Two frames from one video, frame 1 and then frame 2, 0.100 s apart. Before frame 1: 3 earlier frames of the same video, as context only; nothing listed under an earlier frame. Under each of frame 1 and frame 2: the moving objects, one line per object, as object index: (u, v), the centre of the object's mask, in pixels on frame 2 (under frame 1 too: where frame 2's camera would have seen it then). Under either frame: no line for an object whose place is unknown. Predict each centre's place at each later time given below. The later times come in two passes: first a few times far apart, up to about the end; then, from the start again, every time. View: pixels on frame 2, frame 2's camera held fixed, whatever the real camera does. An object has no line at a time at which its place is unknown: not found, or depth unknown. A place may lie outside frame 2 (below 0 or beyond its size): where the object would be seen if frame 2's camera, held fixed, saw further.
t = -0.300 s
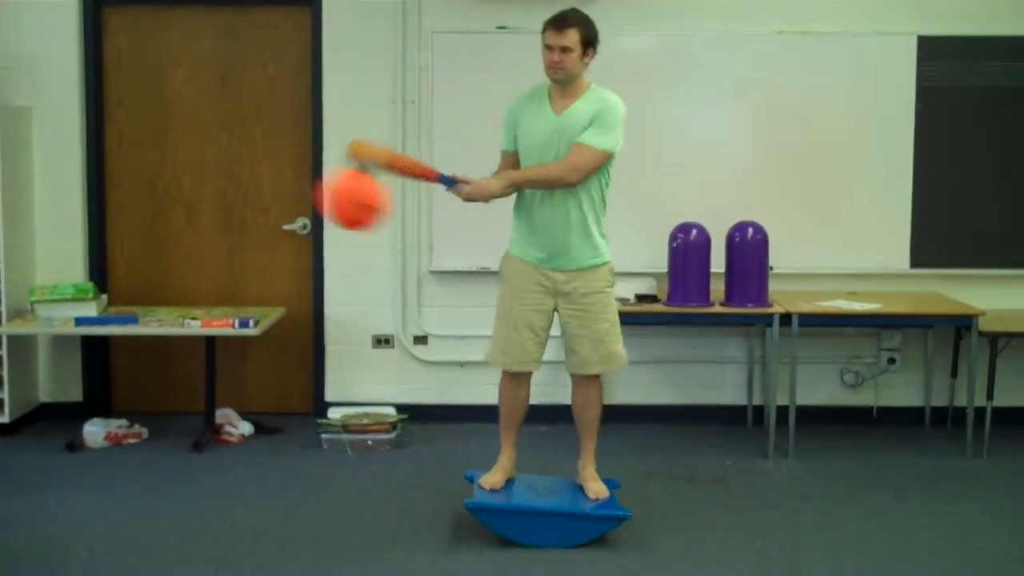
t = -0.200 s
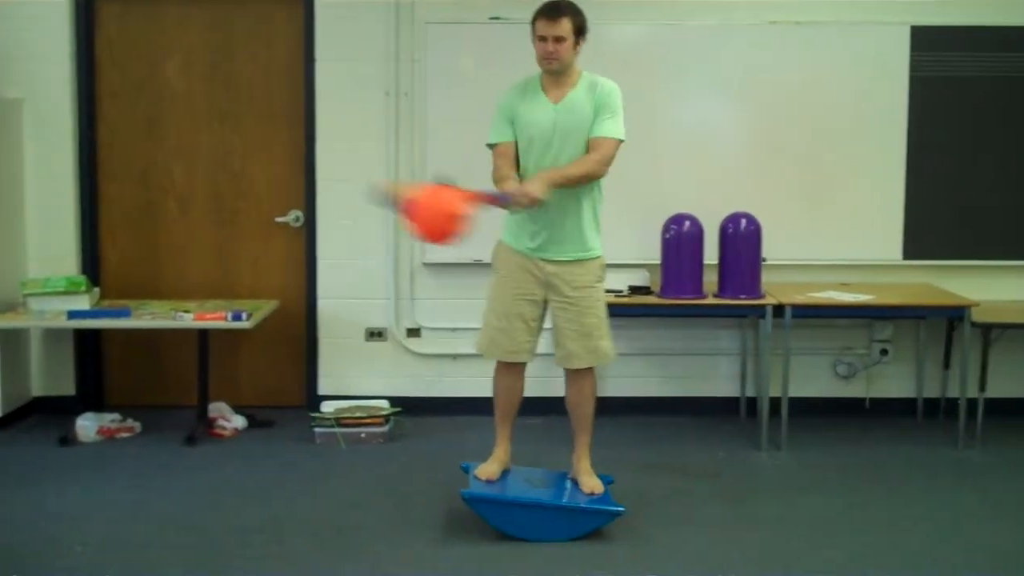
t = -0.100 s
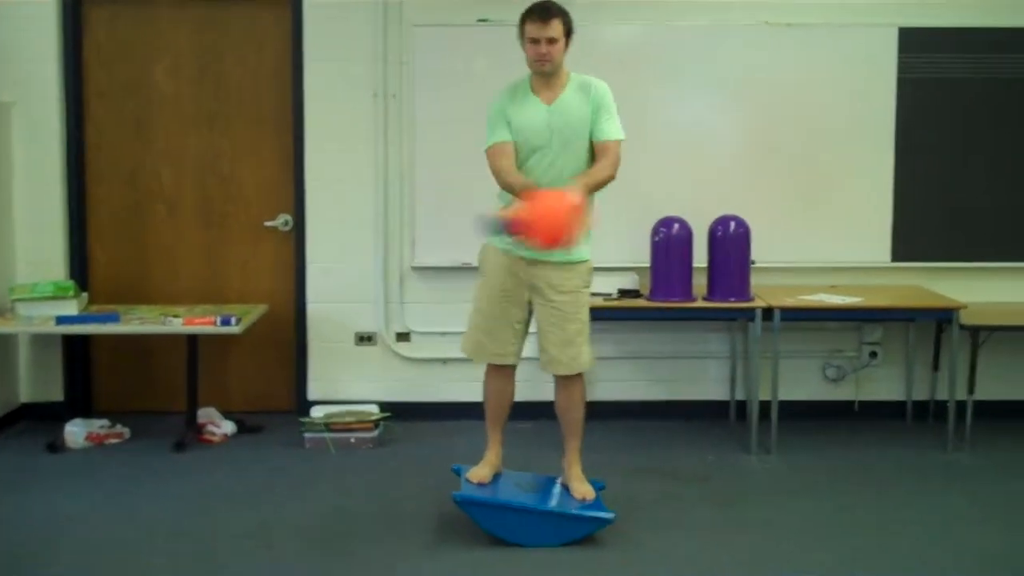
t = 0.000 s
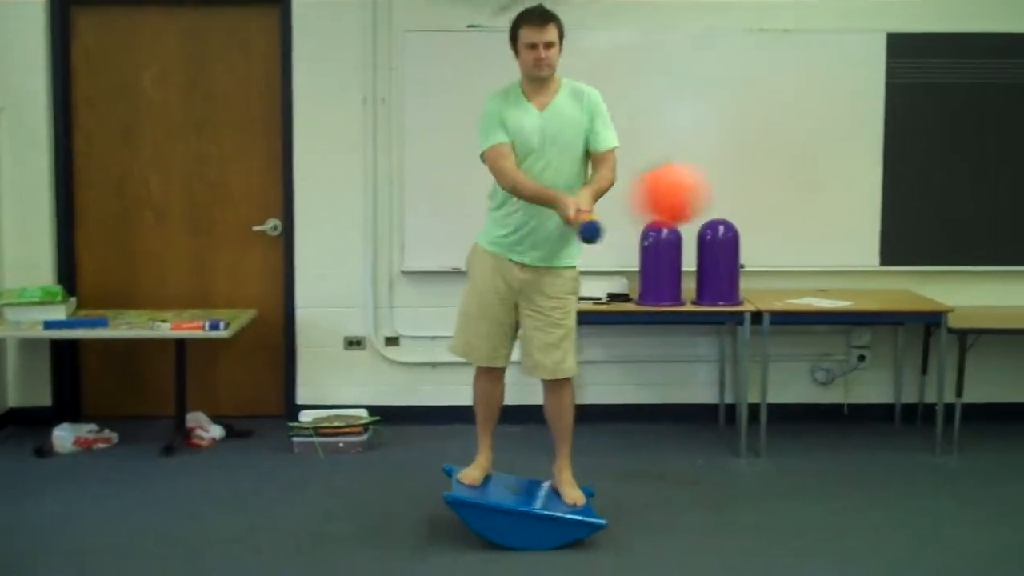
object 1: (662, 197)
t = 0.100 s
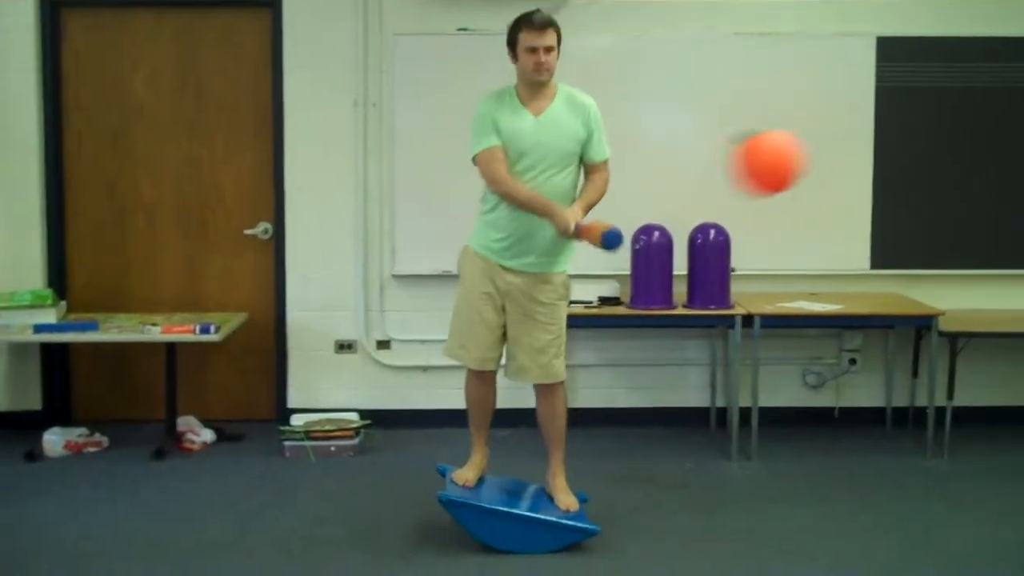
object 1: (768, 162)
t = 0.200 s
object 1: (853, 127)
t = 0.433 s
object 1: (944, 63)
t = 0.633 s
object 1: (952, 60)
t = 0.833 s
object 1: (886, 104)
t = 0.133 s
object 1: (798, 150)
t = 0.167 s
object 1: (826, 139)
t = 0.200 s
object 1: (853, 127)
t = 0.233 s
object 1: (875, 115)
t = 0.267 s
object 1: (893, 105)
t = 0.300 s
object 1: (907, 96)
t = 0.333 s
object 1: (920, 86)
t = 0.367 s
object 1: (930, 76)
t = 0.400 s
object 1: (938, 69)
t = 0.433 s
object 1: (944, 63)
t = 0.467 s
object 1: (949, 58)
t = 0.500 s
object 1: (952, 55)
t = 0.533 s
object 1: (954, 53)
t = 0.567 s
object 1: (955, 53)
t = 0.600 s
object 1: (954, 56)
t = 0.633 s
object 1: (952, 60)
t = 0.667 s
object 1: (947, 67)
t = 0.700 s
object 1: (940, 73)
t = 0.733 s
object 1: (930, 80)
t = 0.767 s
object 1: (918, 88)
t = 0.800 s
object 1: (904, 95)
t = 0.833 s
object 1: (886, 104)
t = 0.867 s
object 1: (865, 114)
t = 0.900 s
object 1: (841, 126)
